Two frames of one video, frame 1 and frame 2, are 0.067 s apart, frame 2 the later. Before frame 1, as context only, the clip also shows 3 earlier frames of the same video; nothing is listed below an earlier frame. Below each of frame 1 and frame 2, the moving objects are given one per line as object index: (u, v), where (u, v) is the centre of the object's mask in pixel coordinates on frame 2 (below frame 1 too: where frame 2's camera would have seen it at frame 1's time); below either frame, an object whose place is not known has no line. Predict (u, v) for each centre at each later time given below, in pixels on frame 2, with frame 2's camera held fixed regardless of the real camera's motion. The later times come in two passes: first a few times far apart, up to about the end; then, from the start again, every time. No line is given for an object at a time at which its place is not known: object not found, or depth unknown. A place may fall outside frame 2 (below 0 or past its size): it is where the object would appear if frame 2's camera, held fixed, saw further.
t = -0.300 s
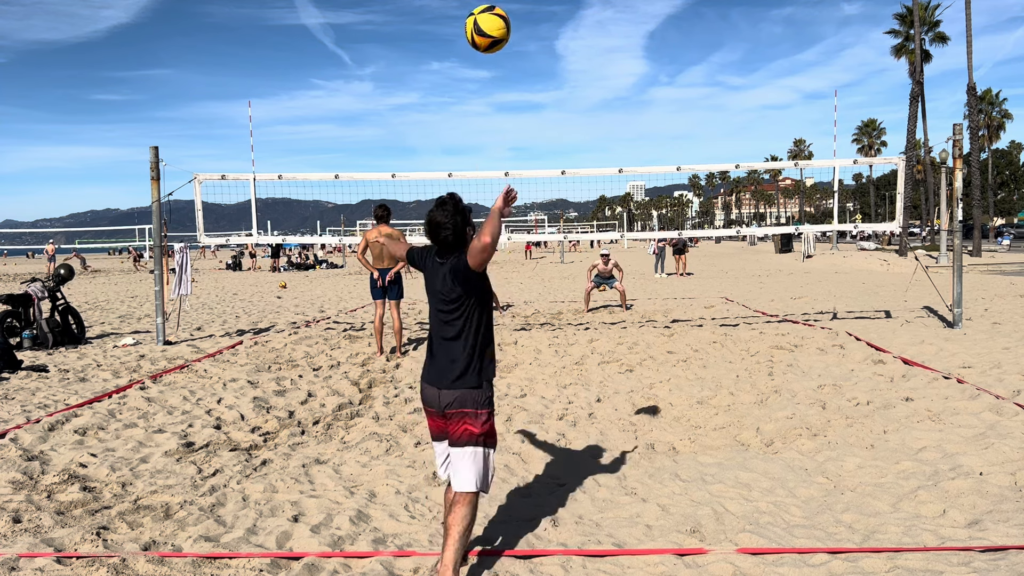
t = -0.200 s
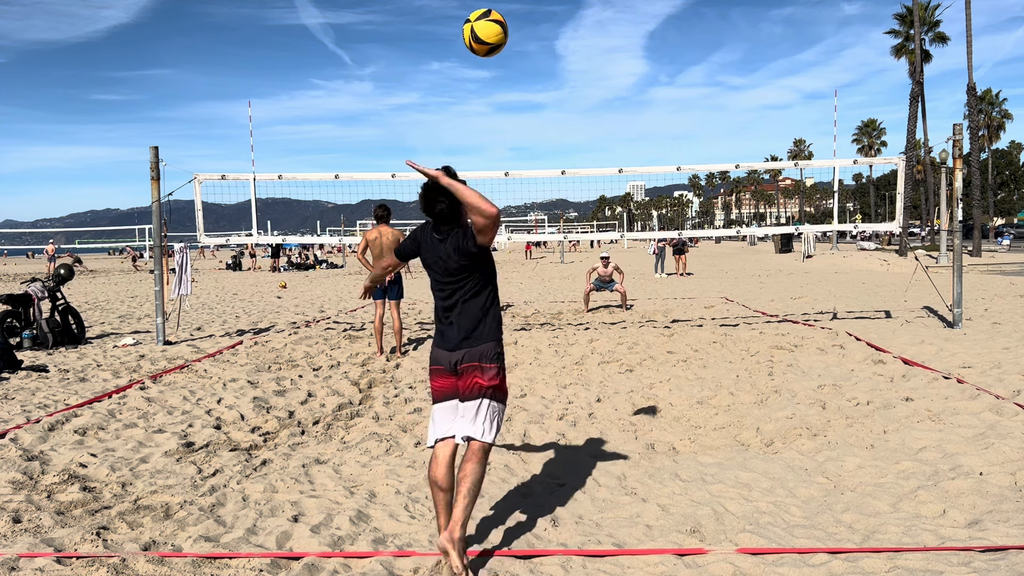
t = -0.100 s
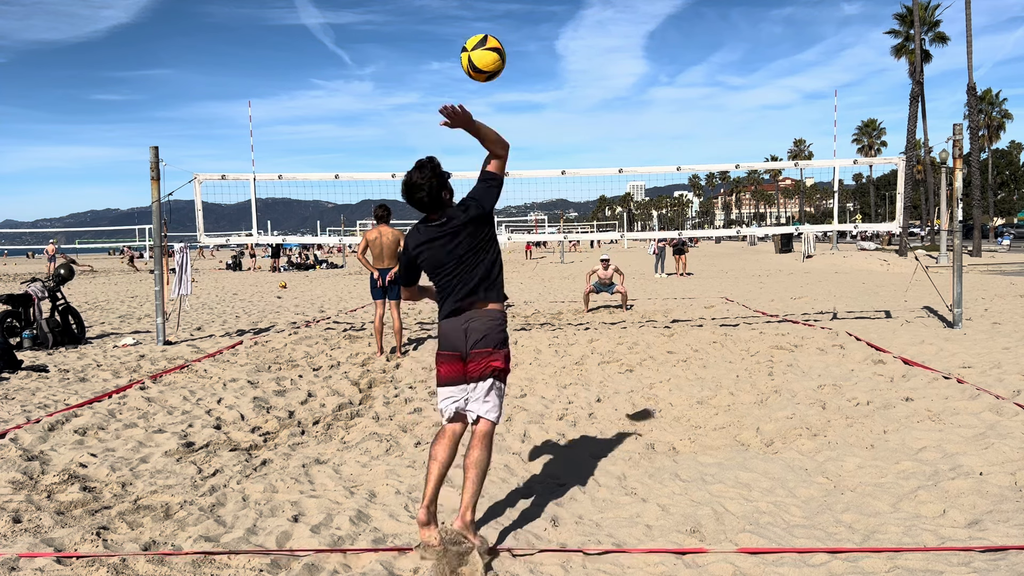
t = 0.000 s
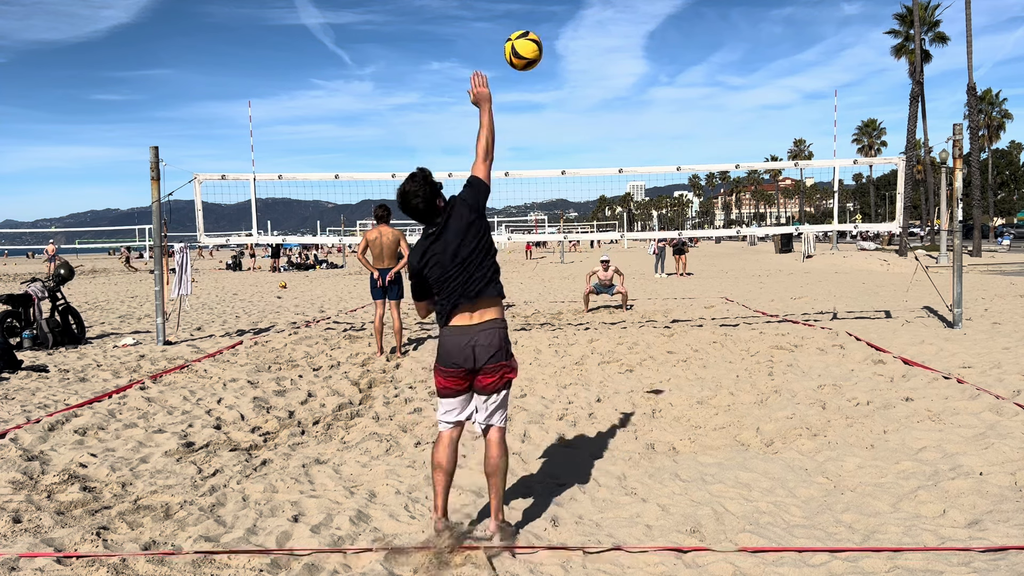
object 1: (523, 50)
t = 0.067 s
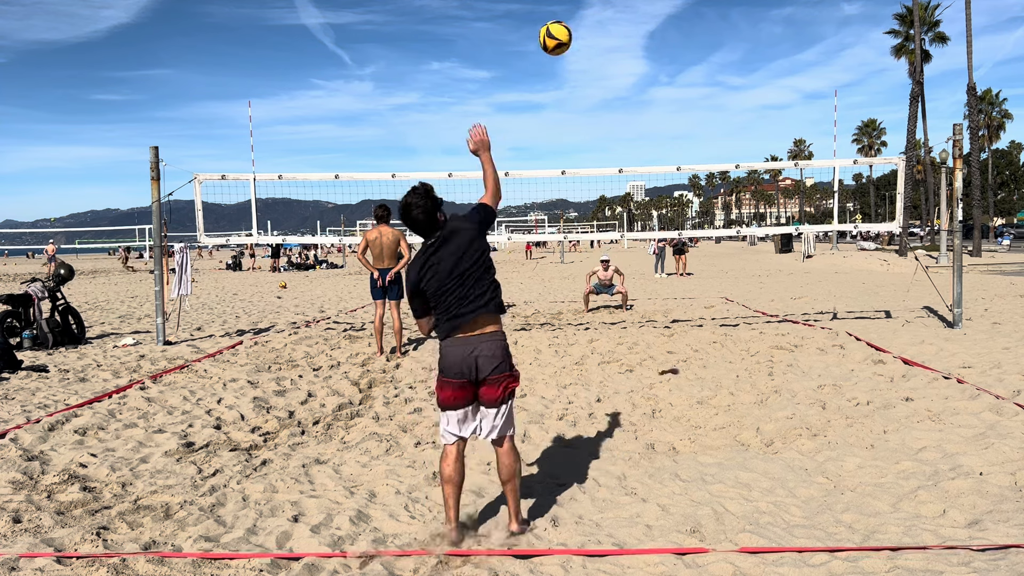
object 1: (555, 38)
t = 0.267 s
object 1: (612, 48)
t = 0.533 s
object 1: (645, 110)
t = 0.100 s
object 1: (568, 35)
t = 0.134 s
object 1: (579, 34)
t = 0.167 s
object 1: (589, 36)
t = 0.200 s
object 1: (598, 38)
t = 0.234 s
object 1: (605, 43)
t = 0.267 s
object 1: (612, 48)
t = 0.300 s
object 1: (618, 54)
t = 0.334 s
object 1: (624, 60)
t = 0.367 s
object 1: (628, 67)
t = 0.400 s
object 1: (633, 75)
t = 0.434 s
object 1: (636, 83)
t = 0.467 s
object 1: (640, 92)
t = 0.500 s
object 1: (642, 101)
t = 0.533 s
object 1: (645, 110)
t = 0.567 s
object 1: (648, 119)
